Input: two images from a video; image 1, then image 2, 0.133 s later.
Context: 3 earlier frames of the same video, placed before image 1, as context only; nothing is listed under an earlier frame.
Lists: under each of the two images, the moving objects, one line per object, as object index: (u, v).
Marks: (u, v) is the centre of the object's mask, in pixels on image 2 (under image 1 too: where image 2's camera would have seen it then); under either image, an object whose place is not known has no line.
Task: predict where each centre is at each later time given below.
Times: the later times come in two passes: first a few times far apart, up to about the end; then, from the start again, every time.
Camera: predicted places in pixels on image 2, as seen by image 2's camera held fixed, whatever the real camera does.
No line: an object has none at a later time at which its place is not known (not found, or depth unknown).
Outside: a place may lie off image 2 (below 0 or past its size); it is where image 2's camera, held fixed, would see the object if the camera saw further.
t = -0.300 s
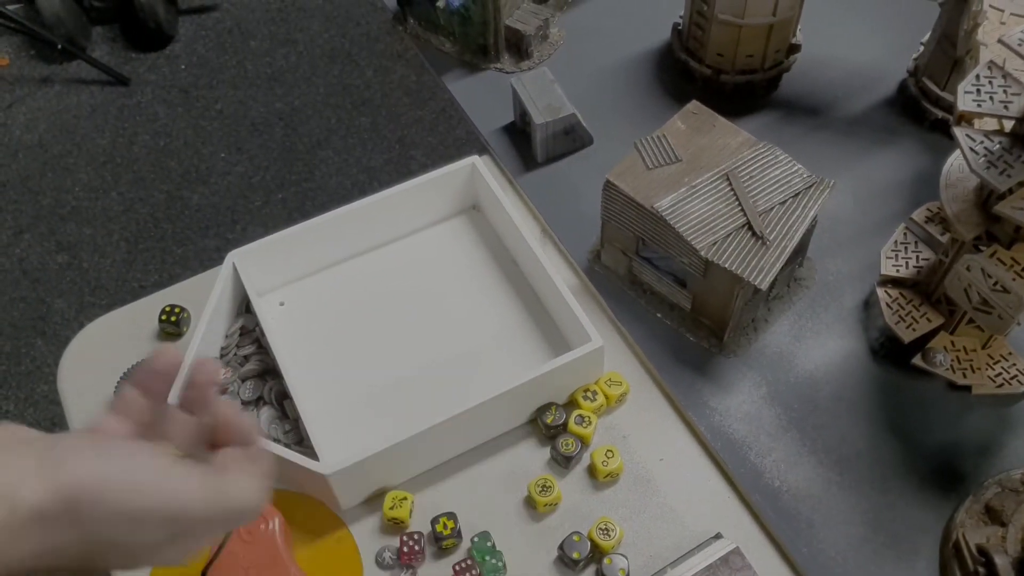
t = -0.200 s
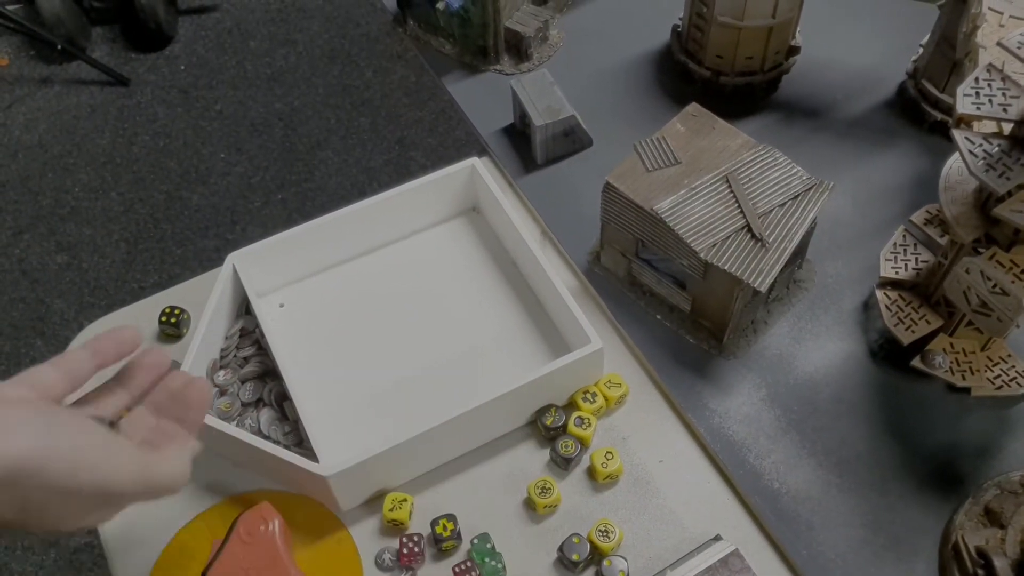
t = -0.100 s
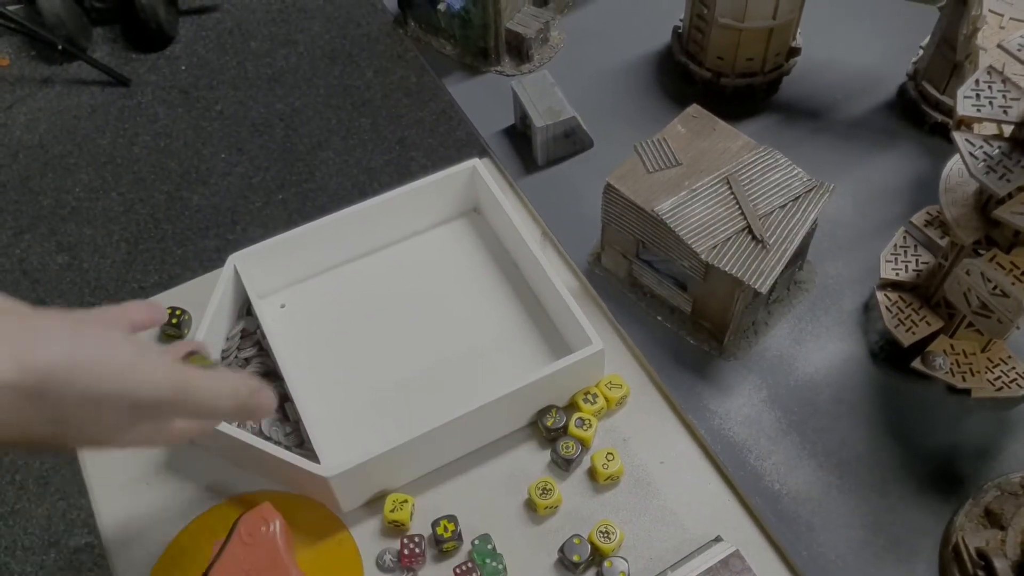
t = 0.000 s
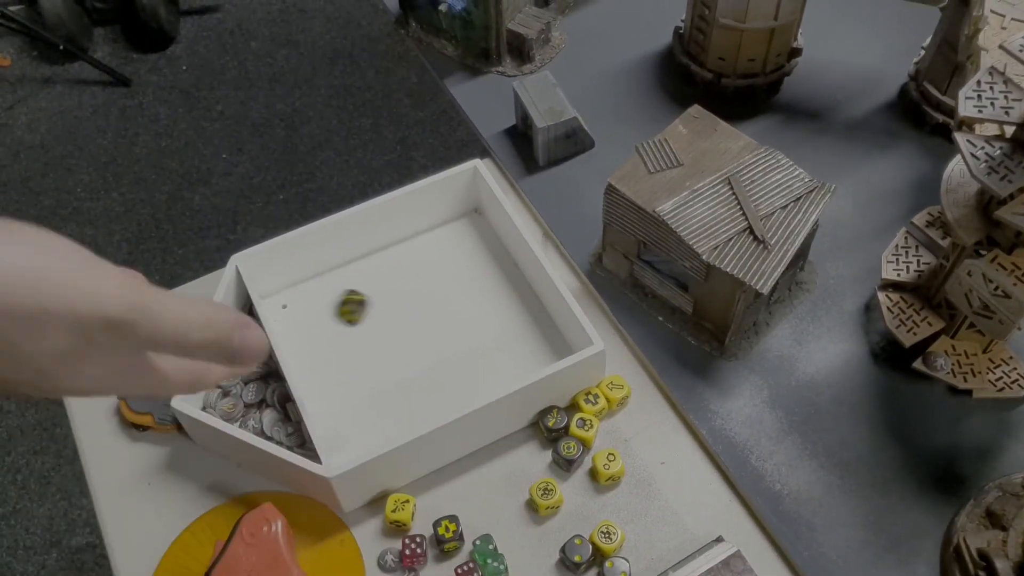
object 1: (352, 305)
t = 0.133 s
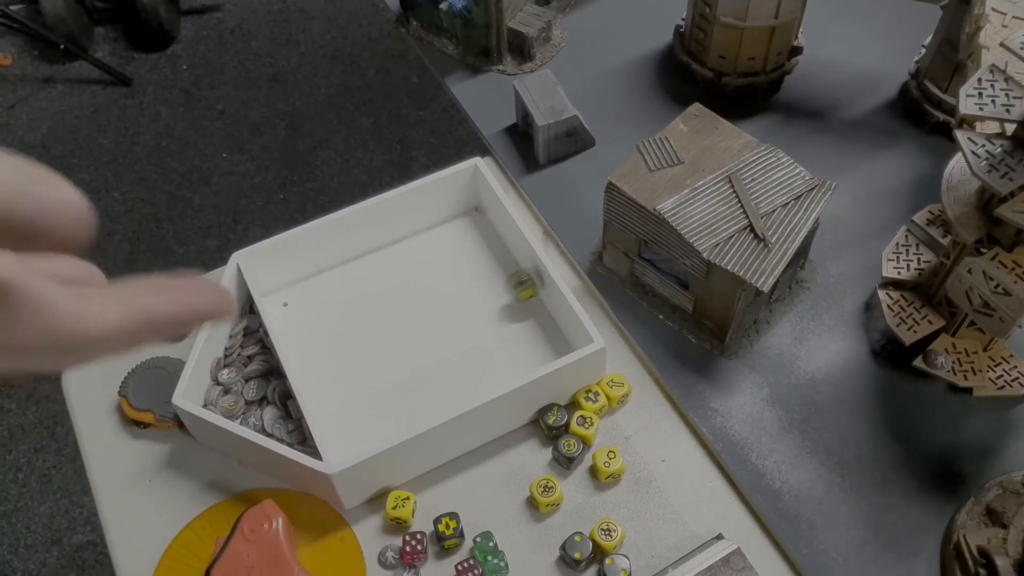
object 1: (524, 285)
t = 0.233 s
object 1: (477, 317)
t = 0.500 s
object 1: (358, 385)
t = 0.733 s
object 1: (334, 410)
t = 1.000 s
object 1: (355, 391)
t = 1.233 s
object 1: (361, 381)
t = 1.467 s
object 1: (363, 375)
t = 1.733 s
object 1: (357, 369)
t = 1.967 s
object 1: (351, 361)
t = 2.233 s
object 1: (350, 347)
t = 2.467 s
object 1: (357, 342)
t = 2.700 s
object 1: (357, 345)
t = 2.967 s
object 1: (356, 342)
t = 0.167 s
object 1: (514, 294)
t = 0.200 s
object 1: (496, 309)
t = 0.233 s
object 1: (477, 317)
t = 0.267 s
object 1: (456, 326)
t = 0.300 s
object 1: (438, 336)
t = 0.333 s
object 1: (422, 346)
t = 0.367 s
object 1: (404, 354)
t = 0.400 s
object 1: (391, 363)
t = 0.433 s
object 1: (377, 371)
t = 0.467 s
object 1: (366, 378)
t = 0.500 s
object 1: (358, 385)
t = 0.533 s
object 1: (349, 391)
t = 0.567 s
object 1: (345, 396)
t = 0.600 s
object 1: (338, 400)
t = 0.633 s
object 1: (334, 405)
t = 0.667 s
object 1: (329, 409)
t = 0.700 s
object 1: (330, 411)
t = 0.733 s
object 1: (334, 410)
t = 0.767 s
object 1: (338, 408)
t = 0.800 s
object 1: (341, 405)
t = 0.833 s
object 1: (344, 401)
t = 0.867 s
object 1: (345, 398)
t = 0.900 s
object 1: (347, 396)
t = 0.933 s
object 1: (349, 395)
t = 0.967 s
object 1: (352, 393)
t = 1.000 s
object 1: (355, 391)
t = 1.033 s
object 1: (355, 389)
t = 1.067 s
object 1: (356, 388)
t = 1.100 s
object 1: (358, 386)
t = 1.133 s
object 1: (358, 385)
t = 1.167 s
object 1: (358, 383)
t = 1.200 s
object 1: (360, 381)
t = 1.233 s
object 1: (361, 381)
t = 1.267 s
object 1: (361, 380)
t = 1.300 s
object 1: (362, 379)
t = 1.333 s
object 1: (363, 378)
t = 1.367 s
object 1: (363, 378)
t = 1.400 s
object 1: (364, 377)
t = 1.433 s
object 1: (364, 376)
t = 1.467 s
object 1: (363, 375)
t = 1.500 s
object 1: (362, 375)
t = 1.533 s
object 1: (362, 375)
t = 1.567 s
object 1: (361, 373)
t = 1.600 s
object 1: (361, 373)
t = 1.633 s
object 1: (360, 372)
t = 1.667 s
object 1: (359, 371)
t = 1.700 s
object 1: (358, 371)
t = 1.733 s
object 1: (357, 369)
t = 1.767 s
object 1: (357, 368)
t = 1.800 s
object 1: (355, 367)
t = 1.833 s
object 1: (355, 366)
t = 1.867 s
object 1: (353, 364)
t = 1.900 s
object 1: (352, 363)
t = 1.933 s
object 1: (351, 362)
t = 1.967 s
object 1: (351, 361)
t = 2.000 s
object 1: (350, 359)
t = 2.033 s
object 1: (350, 357)
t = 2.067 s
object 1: (349, 356)
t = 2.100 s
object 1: (349, 353)
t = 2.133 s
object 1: (349, 352)
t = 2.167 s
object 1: (349, 350)
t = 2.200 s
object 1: (348, 349)
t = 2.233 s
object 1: (350, 347)
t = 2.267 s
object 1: (351, 346)
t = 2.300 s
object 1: (352, 345)
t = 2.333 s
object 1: (353, 343)
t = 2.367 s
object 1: (354, 343)
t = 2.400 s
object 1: (355, 342)
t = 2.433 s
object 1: (356, 342)
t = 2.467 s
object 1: (357, 342)
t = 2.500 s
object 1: (358, 342)
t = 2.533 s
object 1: (358, 343)
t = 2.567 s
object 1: (359, 344)
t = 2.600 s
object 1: (359, 344)
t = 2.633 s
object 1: (358, 345)
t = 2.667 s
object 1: (358, 346)
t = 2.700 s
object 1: (357, 345)
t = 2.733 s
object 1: (356, 346)
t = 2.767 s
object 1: (355, 345)
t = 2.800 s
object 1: (355, 343)
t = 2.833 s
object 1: (354, 343)
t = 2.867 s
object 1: (355, 343)
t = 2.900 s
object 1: (354, 343)
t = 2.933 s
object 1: (355, 343)
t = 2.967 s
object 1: (356, 342)
